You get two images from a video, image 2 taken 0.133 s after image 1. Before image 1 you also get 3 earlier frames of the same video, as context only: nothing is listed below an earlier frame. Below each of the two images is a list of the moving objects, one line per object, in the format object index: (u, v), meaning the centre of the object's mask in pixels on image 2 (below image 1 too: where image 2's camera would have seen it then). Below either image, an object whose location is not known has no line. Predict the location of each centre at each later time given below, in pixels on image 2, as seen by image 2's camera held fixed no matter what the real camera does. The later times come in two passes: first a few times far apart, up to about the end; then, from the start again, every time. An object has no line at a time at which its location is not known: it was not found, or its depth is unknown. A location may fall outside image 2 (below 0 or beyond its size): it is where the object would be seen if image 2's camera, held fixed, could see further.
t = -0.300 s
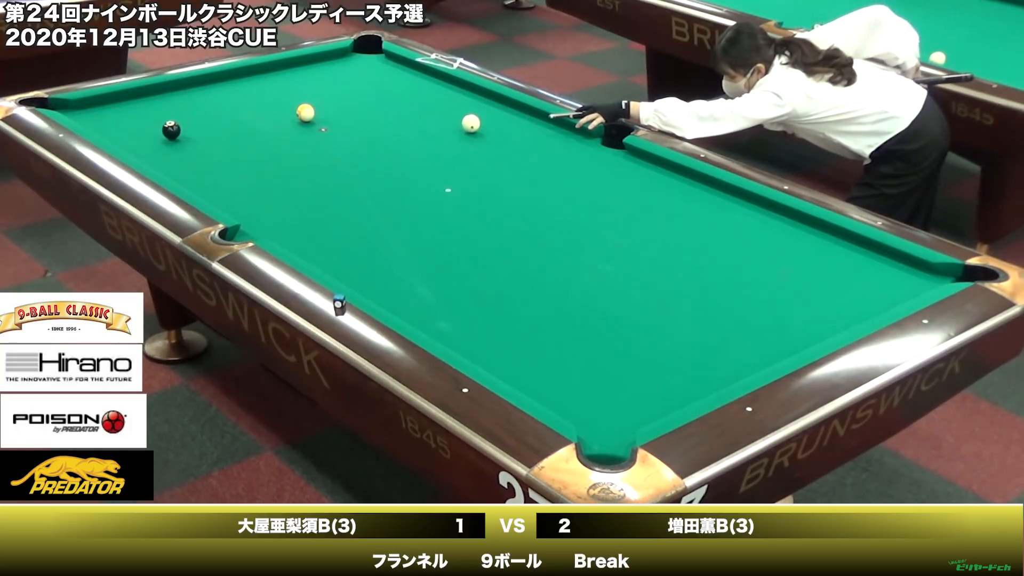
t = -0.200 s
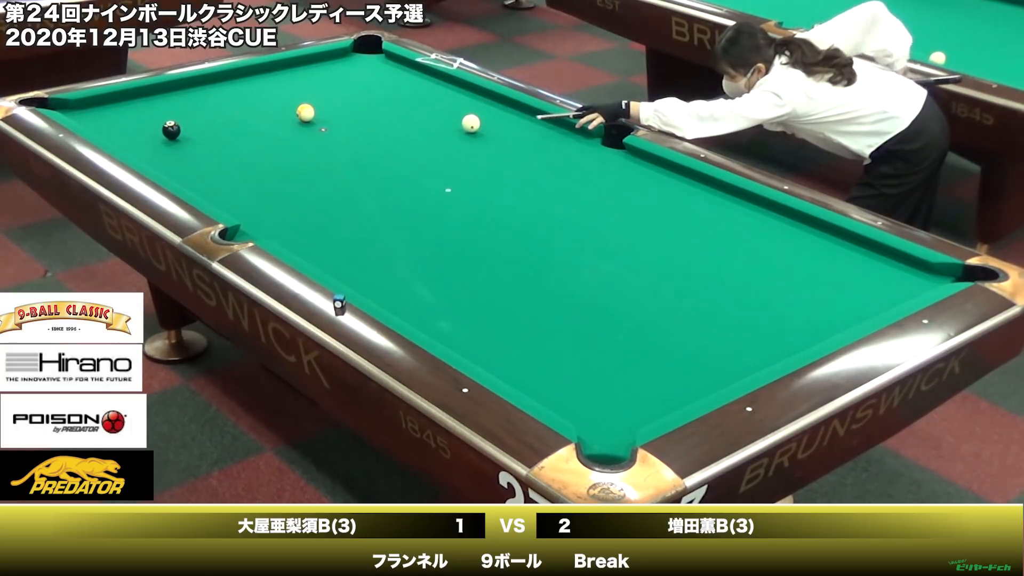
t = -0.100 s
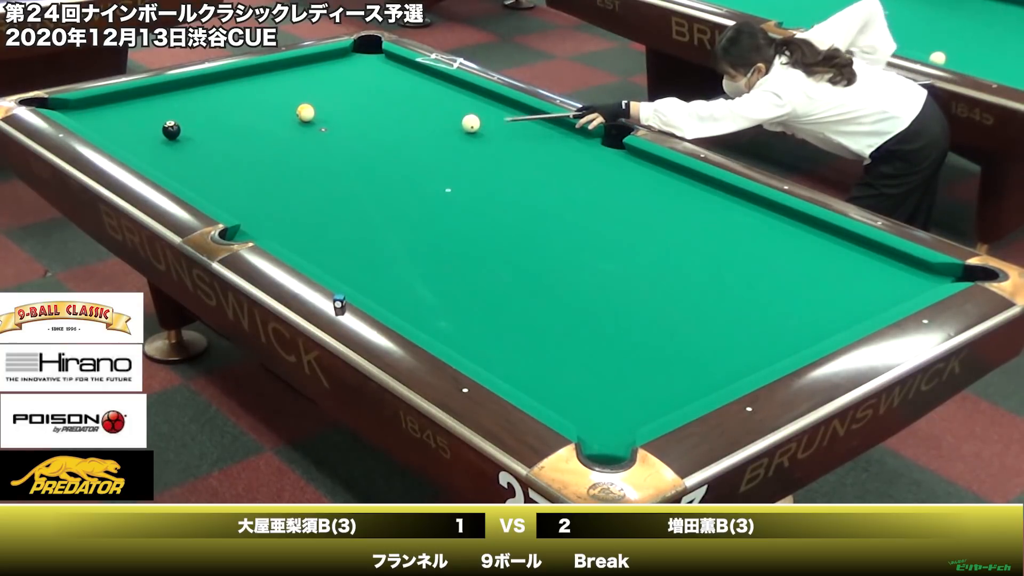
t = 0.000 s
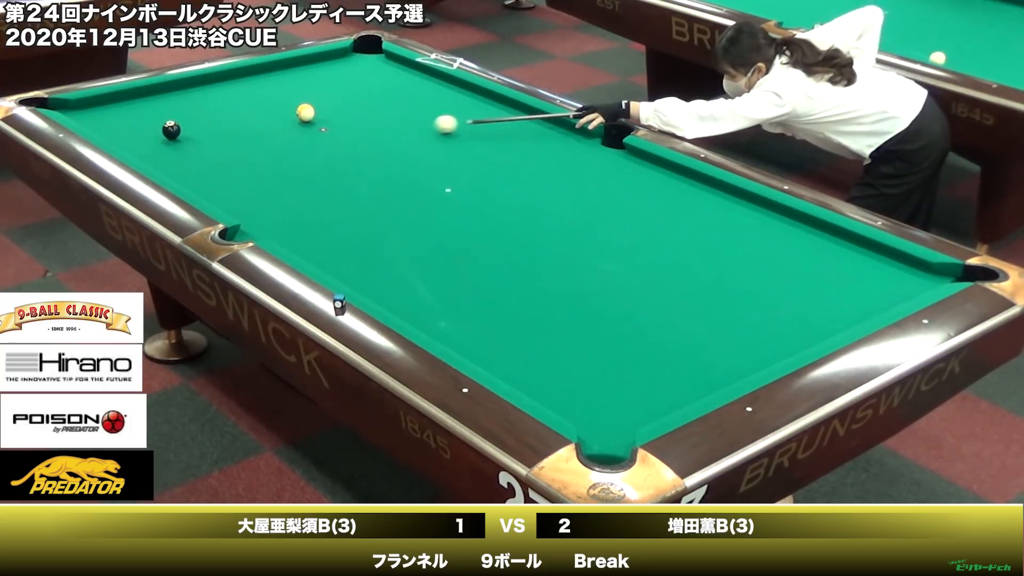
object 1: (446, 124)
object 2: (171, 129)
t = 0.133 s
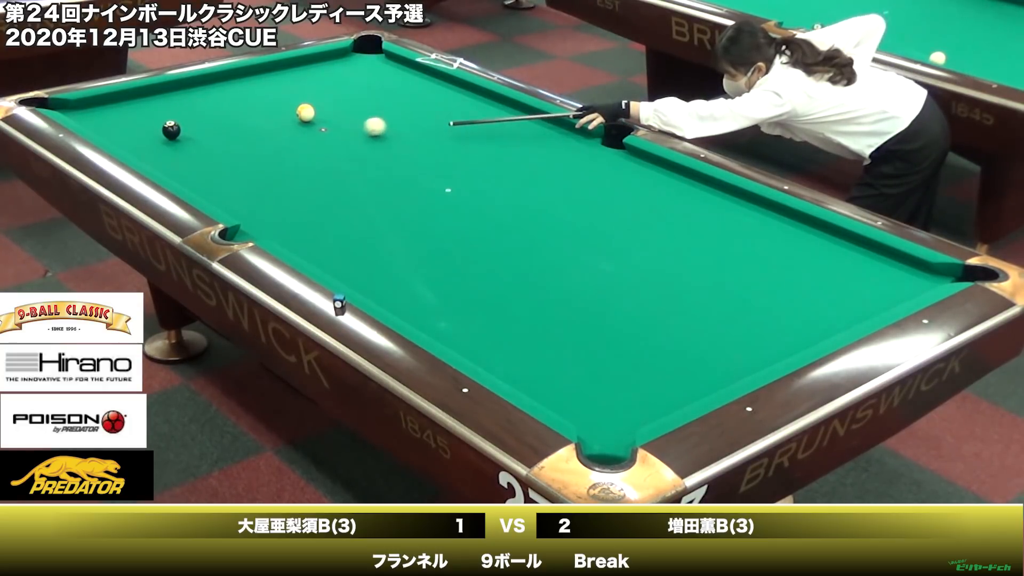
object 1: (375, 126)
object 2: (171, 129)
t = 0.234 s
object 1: (325, 128)
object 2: (171, 129)
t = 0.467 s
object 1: (206, 132)
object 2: (171, 129)
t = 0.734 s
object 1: (132, 148)
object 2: (112, 119)
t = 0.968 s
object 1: (165, 145)
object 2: (66, 108)
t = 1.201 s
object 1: (199, 141)
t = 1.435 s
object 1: (230, 136)
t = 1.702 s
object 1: (264, 132)
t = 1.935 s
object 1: (291, 128)
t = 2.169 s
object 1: (317, 124)
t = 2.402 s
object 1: (340, 121)
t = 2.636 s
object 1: (362, 118)
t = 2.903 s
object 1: (385, 114)
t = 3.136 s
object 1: (404, 112)
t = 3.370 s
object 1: (421, 109)
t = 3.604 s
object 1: (436, 107)
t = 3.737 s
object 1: (445, 106)
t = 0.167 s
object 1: (358, 127)
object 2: (171, 129)
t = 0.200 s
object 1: (341, 127)
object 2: (171, 129)
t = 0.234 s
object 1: (325, 128)
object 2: (171, 129)
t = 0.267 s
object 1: (308, 129)
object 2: (171, 129)
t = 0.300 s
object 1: (291, 129)
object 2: (171, 129)
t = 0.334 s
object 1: (274, 130)
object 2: (171, 129)
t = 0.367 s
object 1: (257, 130)
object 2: (171, 129)
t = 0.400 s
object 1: (240, 131)
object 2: (171, 129)
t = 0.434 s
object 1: (223, 131)
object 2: (171, 129)
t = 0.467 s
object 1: (206, 132)
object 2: (171, 129)
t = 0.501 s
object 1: (189, 133)
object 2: (170, 129)
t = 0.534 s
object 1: (181, 135)
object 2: (162, 128)
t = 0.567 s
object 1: (174, 137)
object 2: (152, 126)
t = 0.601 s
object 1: (167, 140)
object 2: (143, 124)
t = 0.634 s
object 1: (158, 142)
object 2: (134, 123)
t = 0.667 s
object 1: (150, 145)
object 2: (127, 121)
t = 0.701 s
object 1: (141, 147)
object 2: (119, 120)
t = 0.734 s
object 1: (132, 148)
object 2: (112, 119)
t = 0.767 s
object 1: (132, 148)
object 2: (105, 118)
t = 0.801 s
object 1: (139, 148)
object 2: (99, 116)
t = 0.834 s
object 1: (145, 148)
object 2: (92, 115)
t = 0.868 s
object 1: (150, 147)
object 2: (85, 113)
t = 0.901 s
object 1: (155, 146)
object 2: (79, 112)
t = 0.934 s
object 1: (160, 146)
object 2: (73, 110)
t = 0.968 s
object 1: (165, 145)
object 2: (66, 108)
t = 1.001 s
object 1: (170, 144)
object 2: (60, 106)
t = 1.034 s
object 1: (175, 144)
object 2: (53, 105)
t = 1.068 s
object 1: (180, 143)
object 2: (46, 104)
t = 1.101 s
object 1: (185, 142)
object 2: (41, 105)
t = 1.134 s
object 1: (189, 142)
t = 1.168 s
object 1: (194, 141)
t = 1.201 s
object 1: (199, 141)
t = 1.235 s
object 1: (204, 140)
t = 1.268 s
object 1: (208, 139)
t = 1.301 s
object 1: (213, 139)
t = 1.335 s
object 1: (217, 138)
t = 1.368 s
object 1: (222, 137)
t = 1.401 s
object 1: (226, 137)
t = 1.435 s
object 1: (230, 136)
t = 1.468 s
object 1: (235, 136)
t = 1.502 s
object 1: (239, 135)
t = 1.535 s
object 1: (243, 134)
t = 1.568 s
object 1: (247, 134)
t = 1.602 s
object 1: (252, 133)
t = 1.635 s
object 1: (256, 133)
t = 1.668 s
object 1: (260, 132)
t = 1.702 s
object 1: (264, 132)
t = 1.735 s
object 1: (268, 131)
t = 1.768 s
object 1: (272, 131)
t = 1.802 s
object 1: (276, 130)
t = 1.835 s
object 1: (279, 129)
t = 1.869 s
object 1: (284, 129)
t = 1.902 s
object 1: (287, 128)
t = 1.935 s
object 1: (291, 128)
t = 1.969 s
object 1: (295, 127)
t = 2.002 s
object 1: (298, 127)
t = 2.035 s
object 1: (302, 126)
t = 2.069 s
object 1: (306, 126)
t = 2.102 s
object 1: (309, 125)
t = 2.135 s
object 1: (313, 125)
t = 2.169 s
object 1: (317, 124)
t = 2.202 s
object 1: (320, 124)
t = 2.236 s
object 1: (323, 123)
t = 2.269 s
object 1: (327, 123)
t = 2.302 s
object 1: (330, 122)
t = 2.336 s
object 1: (334, 122)
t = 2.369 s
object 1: (337, 121)
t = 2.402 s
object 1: (340, 121)
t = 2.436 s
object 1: (343, 120)
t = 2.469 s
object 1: (347, 120)
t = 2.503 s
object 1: (350, 120)
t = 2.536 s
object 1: (353, 119)
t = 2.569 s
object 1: (356, 119)
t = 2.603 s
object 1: (359, 118)
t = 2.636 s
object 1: (362, 118)
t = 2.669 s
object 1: (365, 117)
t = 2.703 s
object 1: (368, 117)
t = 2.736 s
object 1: (371, 117)
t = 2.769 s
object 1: (374, 116)
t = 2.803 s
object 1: (377, 116)
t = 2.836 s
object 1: (380, 115)
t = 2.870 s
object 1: (382, 115)
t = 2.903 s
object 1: (385, 114)
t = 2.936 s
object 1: (388, 114)
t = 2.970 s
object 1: (391, 114)
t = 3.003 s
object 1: (393, 113)
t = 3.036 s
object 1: (396, 113)
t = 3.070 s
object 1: (399, 113)
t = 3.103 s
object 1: (401, 112)
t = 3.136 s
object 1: (404, 112)
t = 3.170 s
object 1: (406, 111)
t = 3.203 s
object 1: (409, 111)
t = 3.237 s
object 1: (411, 111)
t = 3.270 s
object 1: (414, 110)
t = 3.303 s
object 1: (416, 110)
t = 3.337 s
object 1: (418, 110)
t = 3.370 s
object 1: (421, 109)
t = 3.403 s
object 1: (423, 109)
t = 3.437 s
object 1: (425, 109)
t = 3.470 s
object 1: (428, 108)
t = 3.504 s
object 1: (430, 108)
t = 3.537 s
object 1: (432, 108)
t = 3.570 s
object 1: (434, 107)
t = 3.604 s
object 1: (436, 107)
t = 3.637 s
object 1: (439, 107)
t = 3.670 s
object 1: (441, 106)
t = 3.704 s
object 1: (443, 106)
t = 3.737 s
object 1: (445, 106)
